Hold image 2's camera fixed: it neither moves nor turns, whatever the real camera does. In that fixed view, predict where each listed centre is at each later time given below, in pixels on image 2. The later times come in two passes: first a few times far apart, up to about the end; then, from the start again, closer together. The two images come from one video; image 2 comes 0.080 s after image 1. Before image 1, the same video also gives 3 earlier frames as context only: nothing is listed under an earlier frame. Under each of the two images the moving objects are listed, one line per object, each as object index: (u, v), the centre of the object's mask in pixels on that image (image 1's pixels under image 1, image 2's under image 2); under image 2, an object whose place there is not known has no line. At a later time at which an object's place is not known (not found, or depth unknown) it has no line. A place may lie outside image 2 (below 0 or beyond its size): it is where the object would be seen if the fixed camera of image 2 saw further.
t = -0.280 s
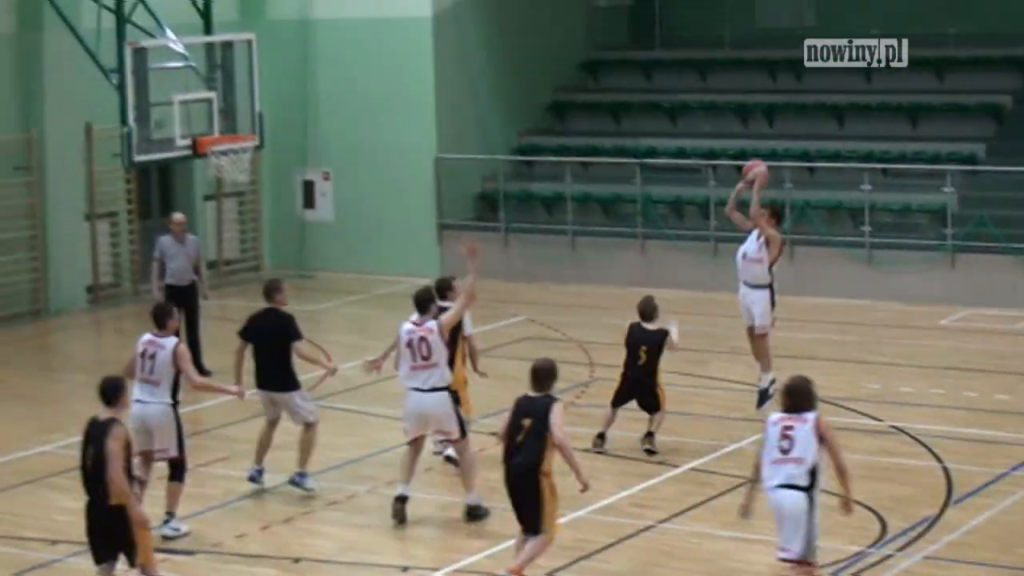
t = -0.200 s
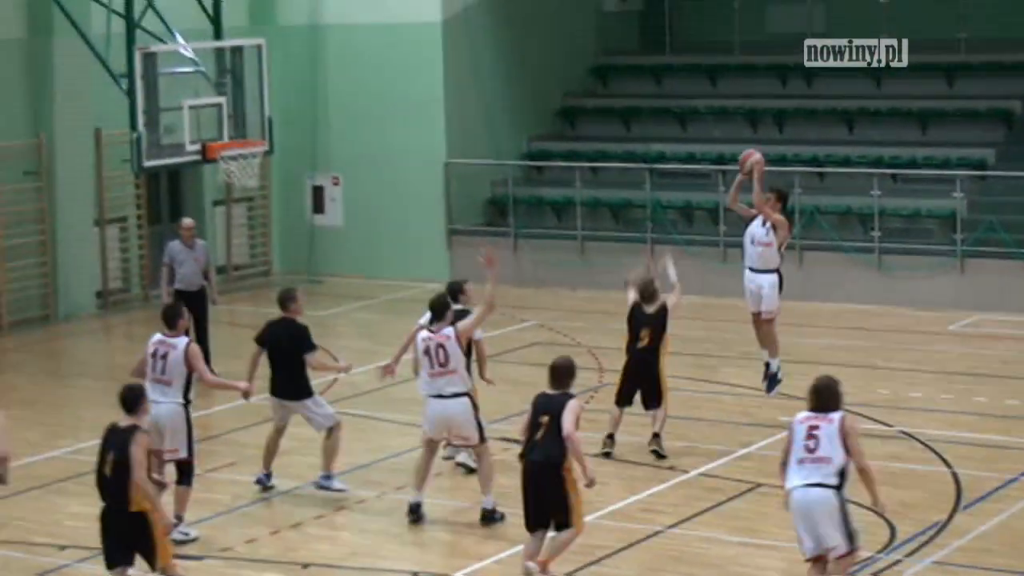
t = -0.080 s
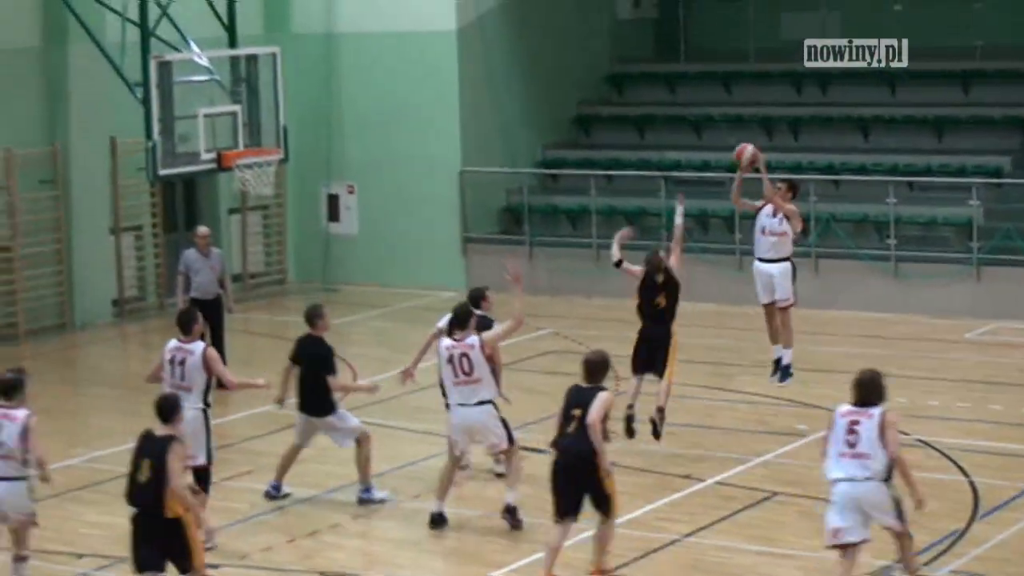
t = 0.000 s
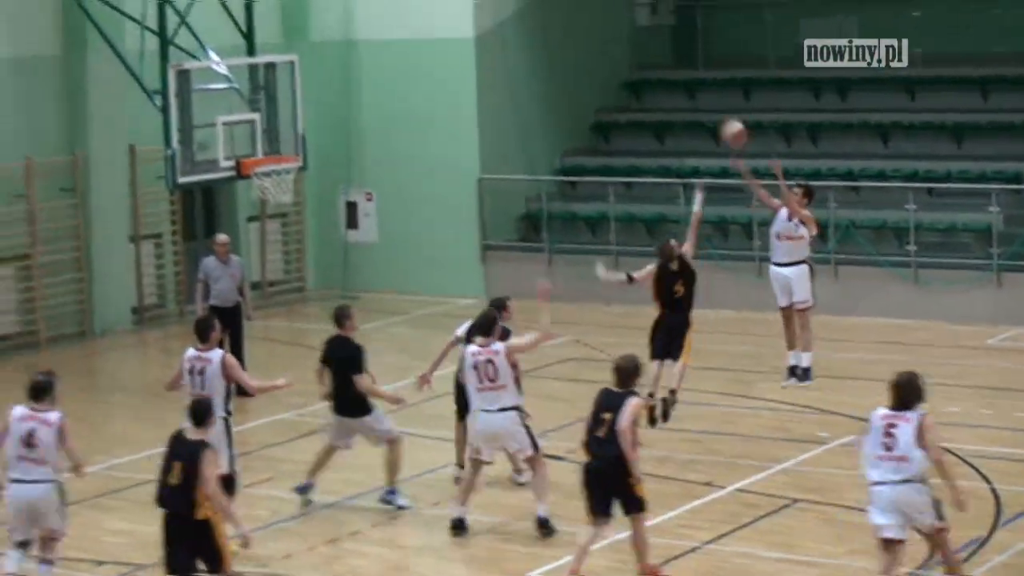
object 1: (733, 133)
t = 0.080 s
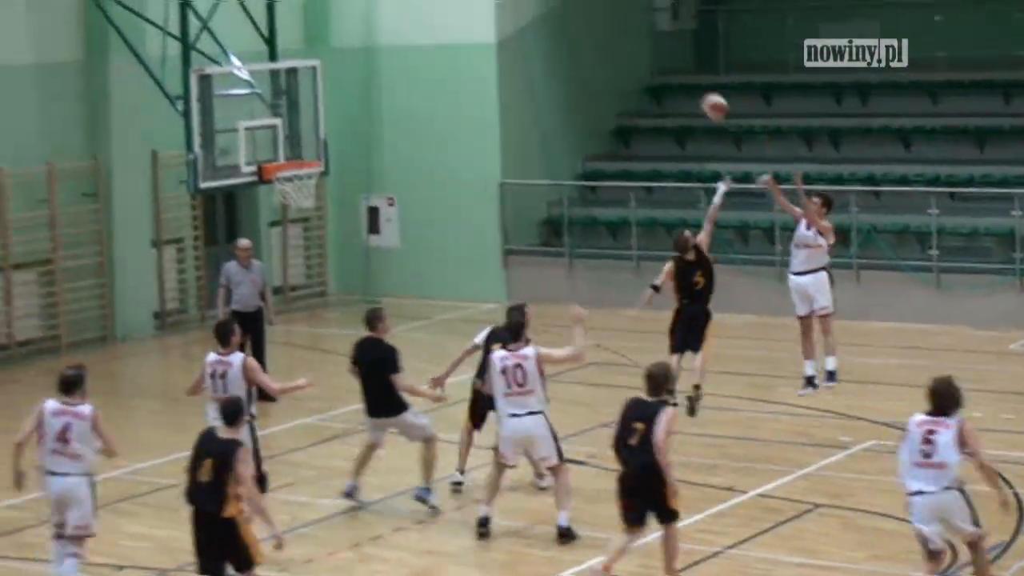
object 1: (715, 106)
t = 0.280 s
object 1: (611, 57)
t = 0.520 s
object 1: (486, 53)
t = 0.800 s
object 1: (344, 128)
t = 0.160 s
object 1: (672, 82)
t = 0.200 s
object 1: (653, 72)
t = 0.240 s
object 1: (633, 64)
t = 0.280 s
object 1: (611, 57)
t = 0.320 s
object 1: (590, 52)
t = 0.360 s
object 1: (569, 49)
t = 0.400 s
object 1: (548, 47)
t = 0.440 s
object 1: (528, 47)
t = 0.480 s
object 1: (507, 50)
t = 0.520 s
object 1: (486, 53)
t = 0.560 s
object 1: (466, 59)
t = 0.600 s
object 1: (444, 66)
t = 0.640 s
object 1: (424, 75)
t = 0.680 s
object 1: (403, 86)
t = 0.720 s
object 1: (384, 97)
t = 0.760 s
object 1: (363, 111)
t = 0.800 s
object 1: (344, 128)
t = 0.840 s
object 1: (322, 145)
